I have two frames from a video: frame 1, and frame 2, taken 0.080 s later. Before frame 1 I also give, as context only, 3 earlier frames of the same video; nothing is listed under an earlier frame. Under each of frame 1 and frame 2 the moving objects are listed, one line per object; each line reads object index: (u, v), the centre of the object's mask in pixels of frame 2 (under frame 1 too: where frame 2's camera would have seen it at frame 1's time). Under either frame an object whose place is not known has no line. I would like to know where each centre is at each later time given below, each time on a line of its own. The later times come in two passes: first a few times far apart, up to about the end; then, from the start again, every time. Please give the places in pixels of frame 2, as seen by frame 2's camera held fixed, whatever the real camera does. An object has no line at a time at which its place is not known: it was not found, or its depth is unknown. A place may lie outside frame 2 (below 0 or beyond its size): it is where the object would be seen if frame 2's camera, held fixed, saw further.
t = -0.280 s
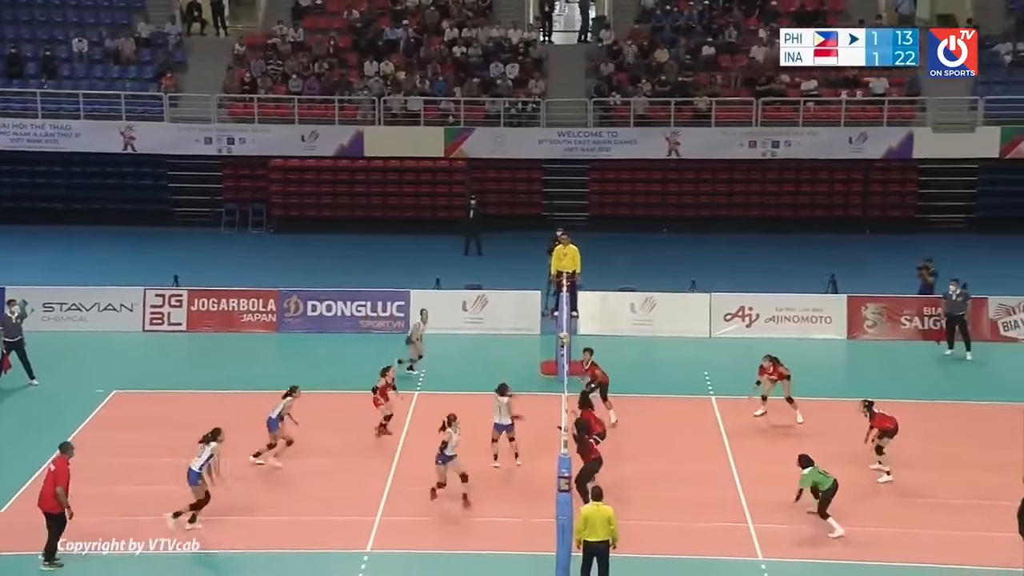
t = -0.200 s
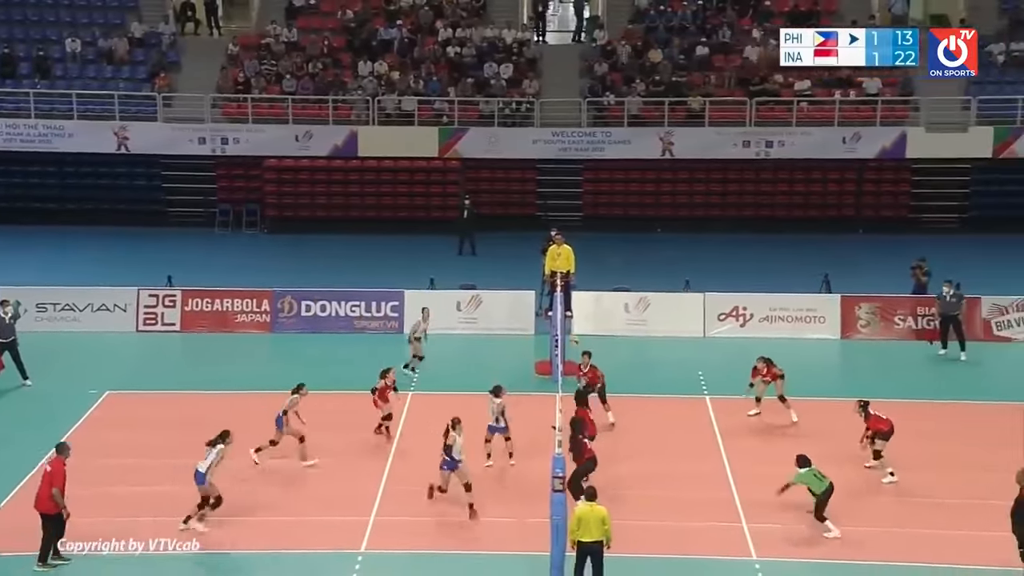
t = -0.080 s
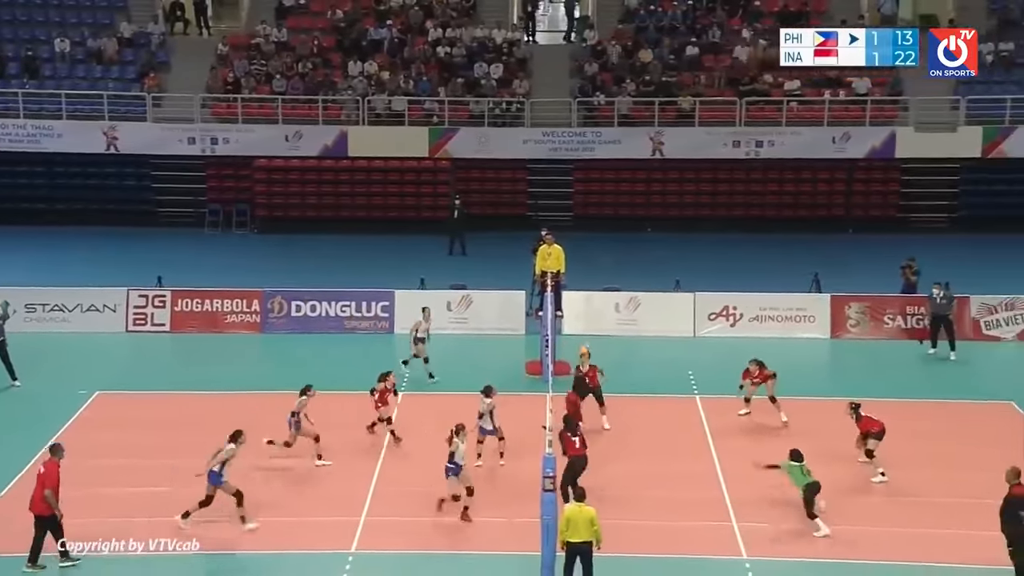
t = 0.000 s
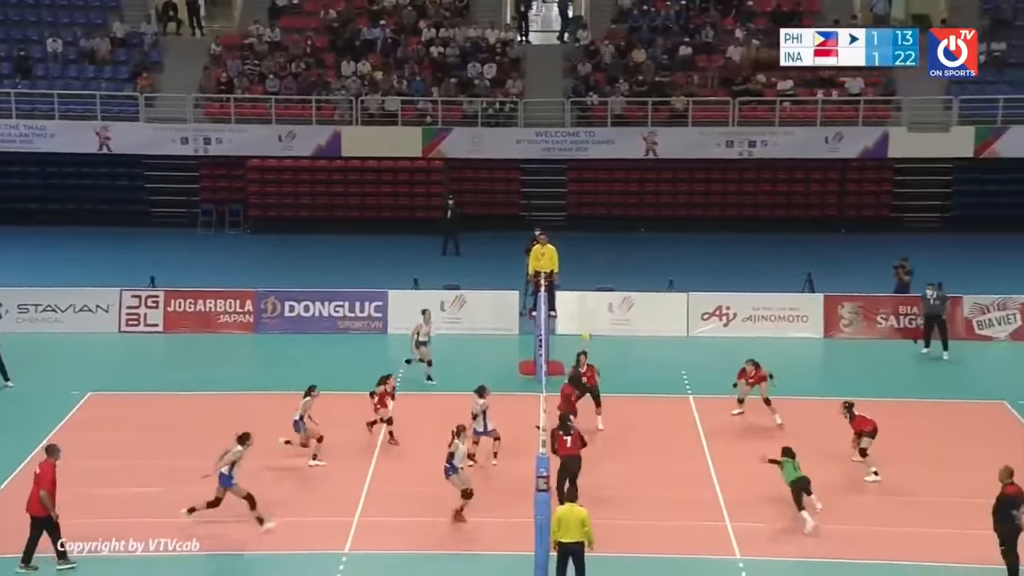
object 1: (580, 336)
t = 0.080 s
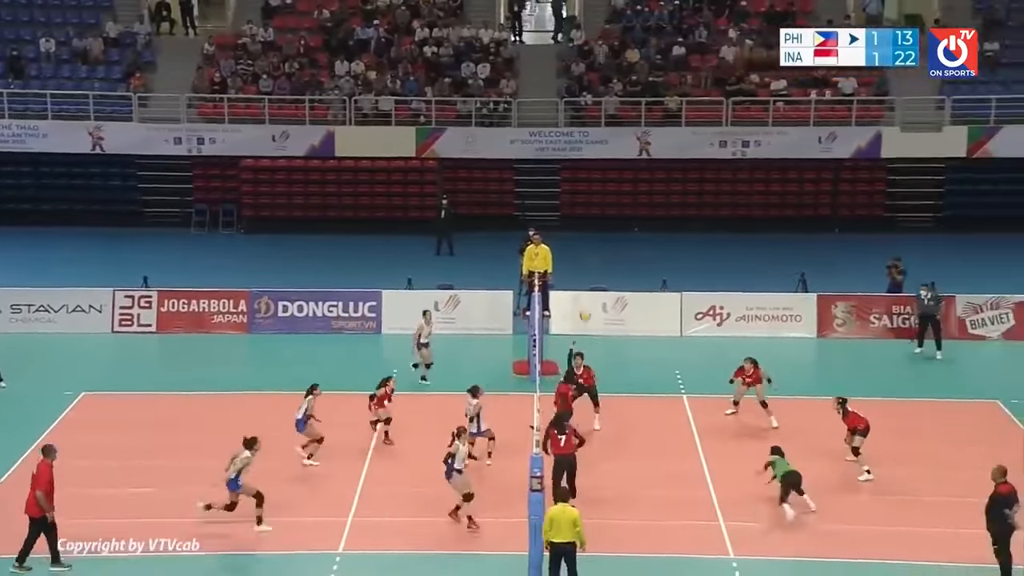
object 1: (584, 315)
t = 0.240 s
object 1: (592, 282)
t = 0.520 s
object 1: (606, 260)
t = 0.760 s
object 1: (616, 274)
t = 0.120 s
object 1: (587, 306)
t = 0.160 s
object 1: (589, 297)
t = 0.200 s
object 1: (590, 288)
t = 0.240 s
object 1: (592, 282)
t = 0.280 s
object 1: (594, 276)
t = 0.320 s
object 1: (596, 271)
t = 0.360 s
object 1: (599, 267)
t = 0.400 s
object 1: (601, 264)
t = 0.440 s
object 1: (602, 261)
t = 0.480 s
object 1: (604, 260)
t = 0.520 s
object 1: (606, 260)
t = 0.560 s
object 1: (607, 260)
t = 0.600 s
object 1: (609, 261)
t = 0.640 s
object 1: (611, 263)
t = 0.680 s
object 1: (612, 265)
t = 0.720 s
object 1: (614, 269)
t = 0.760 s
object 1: (616, 274)
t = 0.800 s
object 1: (617, 278)
